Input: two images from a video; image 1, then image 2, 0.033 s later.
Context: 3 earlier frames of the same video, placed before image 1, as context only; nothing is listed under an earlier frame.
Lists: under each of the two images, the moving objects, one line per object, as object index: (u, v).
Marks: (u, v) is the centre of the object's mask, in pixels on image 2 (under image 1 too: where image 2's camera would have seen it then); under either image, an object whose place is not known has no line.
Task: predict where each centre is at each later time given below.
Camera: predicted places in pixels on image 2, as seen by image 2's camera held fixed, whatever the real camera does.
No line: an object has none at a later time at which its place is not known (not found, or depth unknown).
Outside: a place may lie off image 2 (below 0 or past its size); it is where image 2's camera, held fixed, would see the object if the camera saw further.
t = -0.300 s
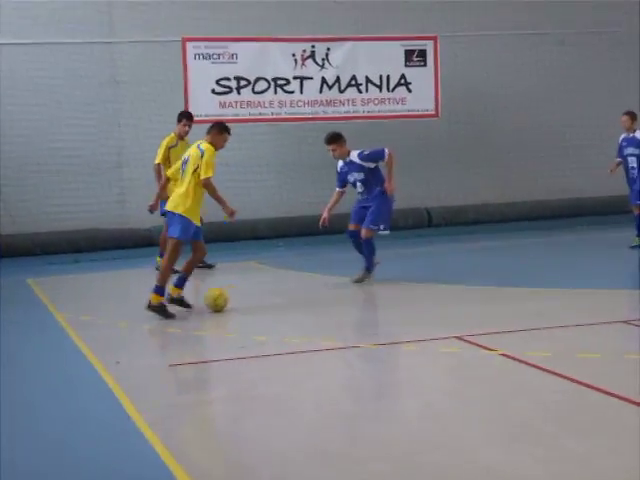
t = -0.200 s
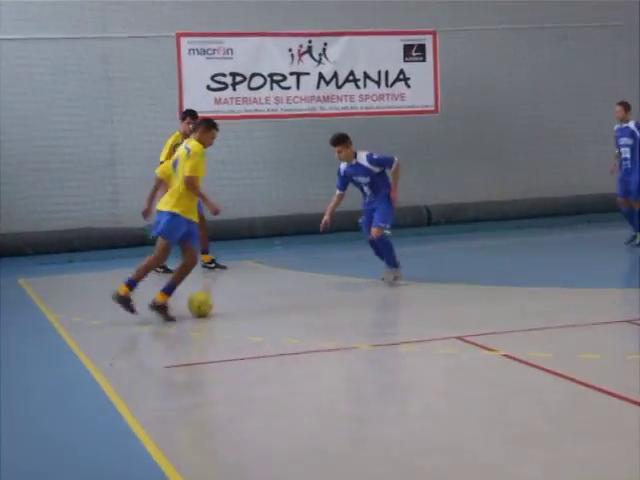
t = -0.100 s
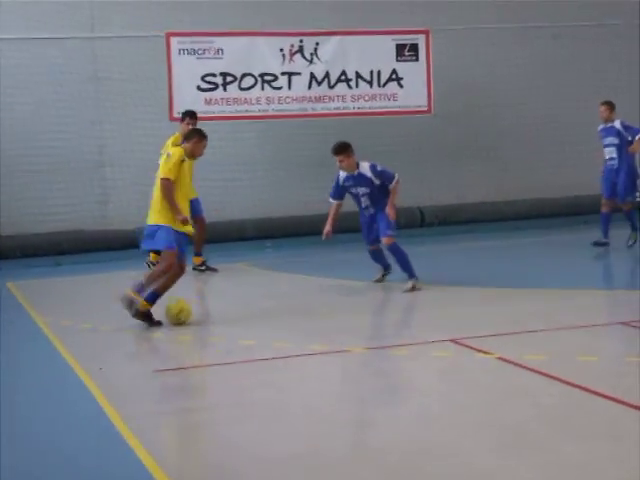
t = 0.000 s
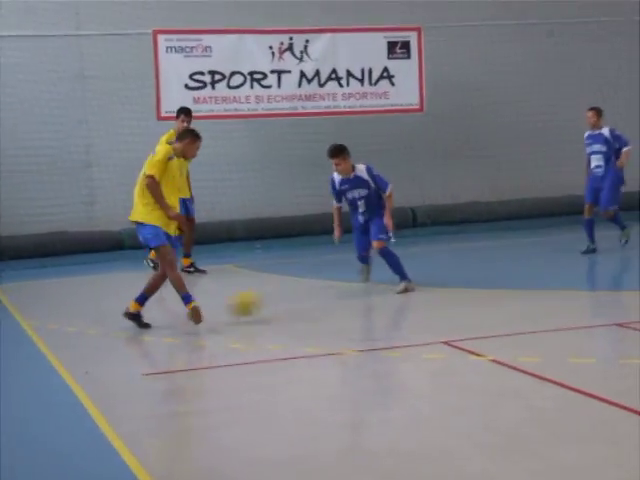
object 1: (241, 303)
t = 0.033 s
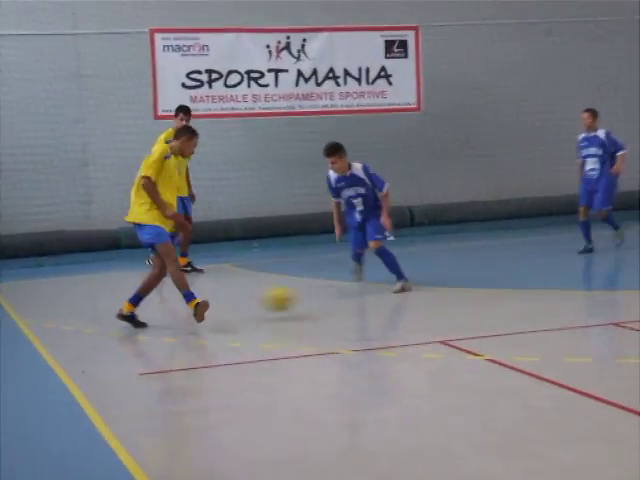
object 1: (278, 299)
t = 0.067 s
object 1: (316, 295)
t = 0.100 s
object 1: (353, 294)
